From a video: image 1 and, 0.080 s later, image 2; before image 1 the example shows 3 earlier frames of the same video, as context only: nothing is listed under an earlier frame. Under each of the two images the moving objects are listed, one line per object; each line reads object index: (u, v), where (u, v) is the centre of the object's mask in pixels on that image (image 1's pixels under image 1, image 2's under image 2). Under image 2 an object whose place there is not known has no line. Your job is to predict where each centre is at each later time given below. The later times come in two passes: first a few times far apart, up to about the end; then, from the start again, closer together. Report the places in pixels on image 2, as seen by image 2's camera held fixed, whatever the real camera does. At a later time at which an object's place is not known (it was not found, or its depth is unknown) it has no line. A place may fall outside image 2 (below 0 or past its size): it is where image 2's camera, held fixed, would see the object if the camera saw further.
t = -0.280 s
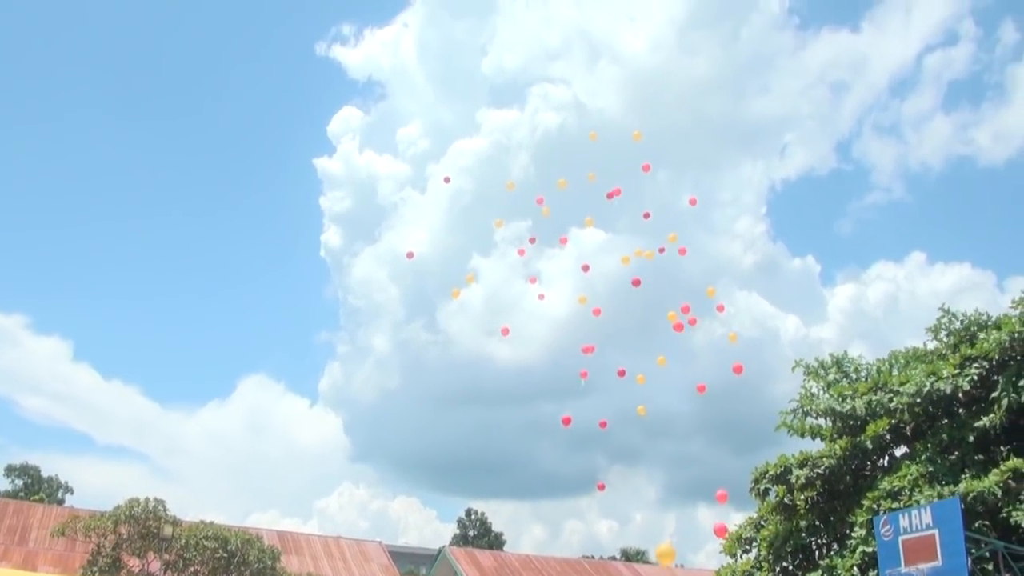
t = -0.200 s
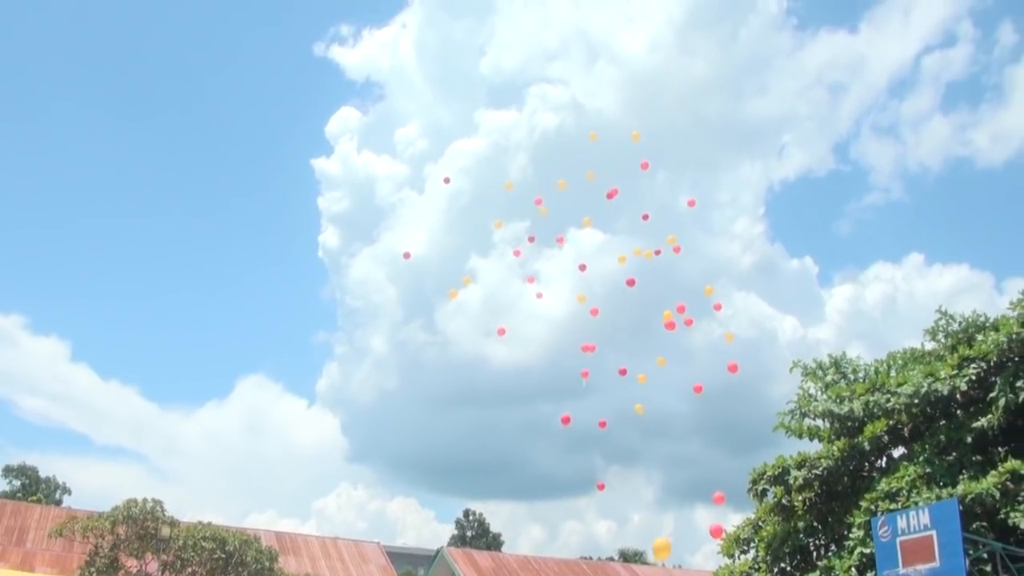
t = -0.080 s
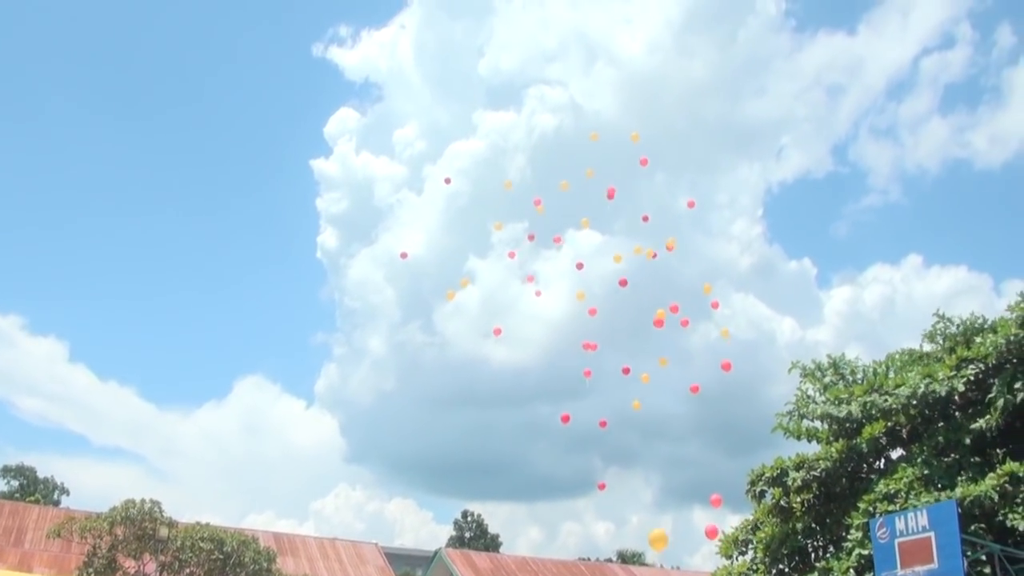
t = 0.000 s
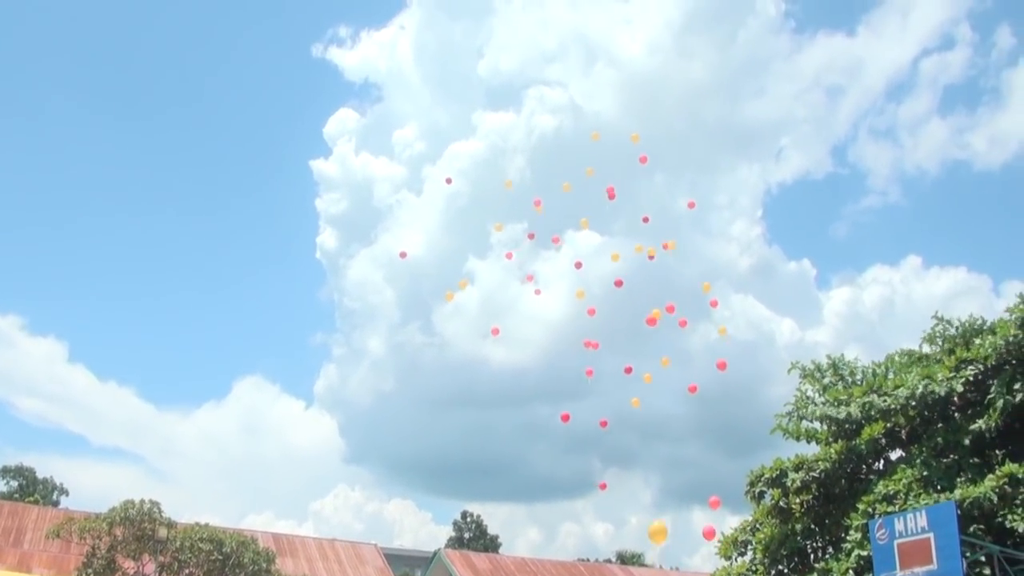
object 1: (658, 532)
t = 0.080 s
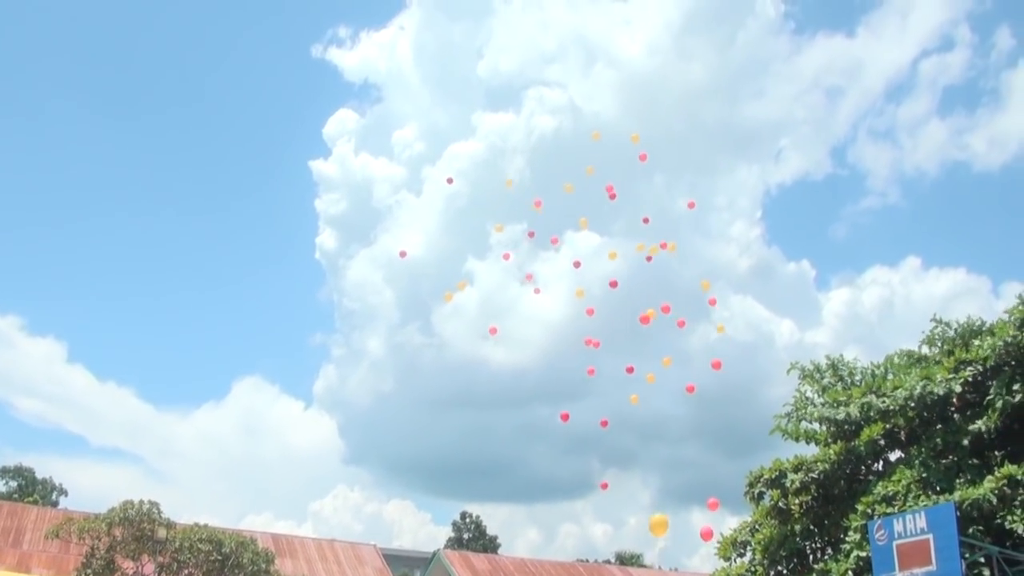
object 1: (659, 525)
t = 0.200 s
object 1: (663, 513)
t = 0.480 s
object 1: (680, 487)
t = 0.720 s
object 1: (694, 469)
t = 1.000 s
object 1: (710, 452)
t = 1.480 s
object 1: (732, 427)
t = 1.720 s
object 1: (743, 415)
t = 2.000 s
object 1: (756, 399)
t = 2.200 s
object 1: (764, 388)
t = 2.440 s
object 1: (775, 372)
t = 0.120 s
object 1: (660, 521)
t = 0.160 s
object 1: (661, 516)
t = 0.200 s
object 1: (663, 513)
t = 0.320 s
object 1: (670, 501)
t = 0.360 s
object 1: (672, 498)
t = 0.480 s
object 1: (680, 487)
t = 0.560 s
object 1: (684, 481)
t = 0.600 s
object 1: (687, 478)
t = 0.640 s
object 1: (689, 475)
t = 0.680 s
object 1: (692, 472)
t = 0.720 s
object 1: (694, 469)
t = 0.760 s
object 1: (696, 466)
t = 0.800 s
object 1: (699, 464)
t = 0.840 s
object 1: (701, 461)
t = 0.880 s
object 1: (703, 459)
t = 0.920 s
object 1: (705, 456)
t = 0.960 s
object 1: (708, 454)
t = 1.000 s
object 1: (710, 452)
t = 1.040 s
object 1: (712, 450)
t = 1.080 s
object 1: (713, 447)
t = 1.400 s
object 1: (728, 431)
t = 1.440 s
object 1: (730, 429)
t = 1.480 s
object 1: (732, 427)
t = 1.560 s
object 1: (735, 423)
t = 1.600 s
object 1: (738, 421)
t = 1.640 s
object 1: (739, 419)
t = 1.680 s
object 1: (741, 417)
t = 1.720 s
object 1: (743, 415)
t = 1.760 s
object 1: (745, 413)
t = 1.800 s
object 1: (747, 411)
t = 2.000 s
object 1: (756, 399)
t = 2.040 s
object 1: (757, 397)
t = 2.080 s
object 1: (759, 395)
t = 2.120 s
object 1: (760, 392)
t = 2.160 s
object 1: (762, 390)
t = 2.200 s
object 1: (764, 388)
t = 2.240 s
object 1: (765, 385)
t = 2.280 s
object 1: (767, 382)
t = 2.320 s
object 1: (769, 379)
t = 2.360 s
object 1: (771, 377)
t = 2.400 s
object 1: (773, 374)
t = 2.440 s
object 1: (775, 372)
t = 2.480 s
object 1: (777, 369)
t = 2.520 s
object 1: (779, 366)
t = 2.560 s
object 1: (781, 364)
